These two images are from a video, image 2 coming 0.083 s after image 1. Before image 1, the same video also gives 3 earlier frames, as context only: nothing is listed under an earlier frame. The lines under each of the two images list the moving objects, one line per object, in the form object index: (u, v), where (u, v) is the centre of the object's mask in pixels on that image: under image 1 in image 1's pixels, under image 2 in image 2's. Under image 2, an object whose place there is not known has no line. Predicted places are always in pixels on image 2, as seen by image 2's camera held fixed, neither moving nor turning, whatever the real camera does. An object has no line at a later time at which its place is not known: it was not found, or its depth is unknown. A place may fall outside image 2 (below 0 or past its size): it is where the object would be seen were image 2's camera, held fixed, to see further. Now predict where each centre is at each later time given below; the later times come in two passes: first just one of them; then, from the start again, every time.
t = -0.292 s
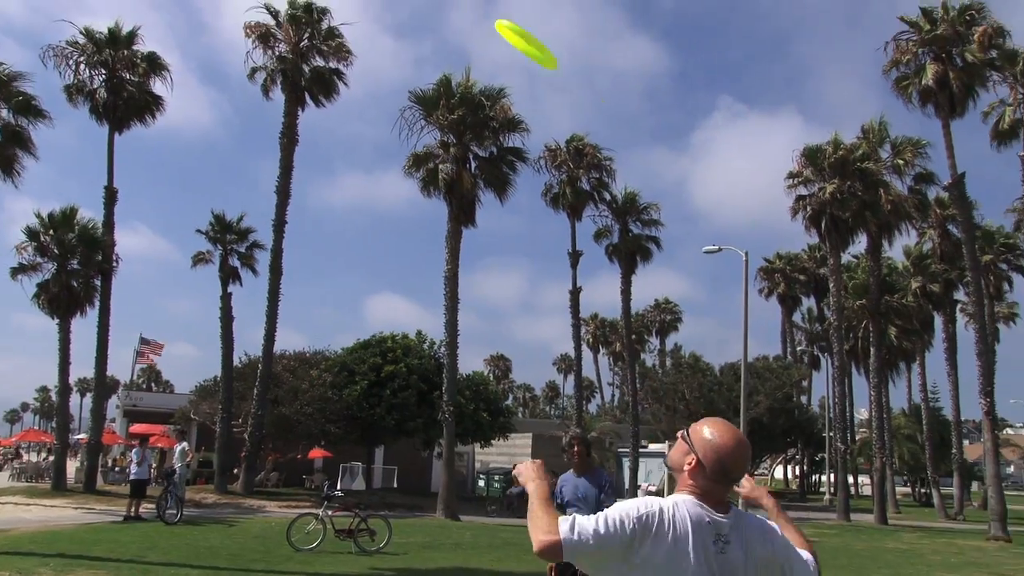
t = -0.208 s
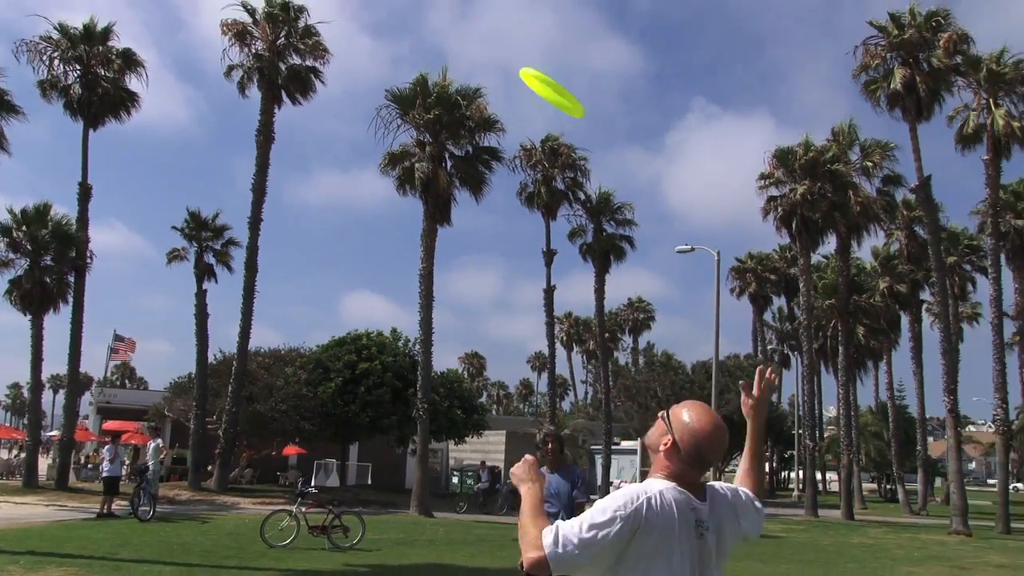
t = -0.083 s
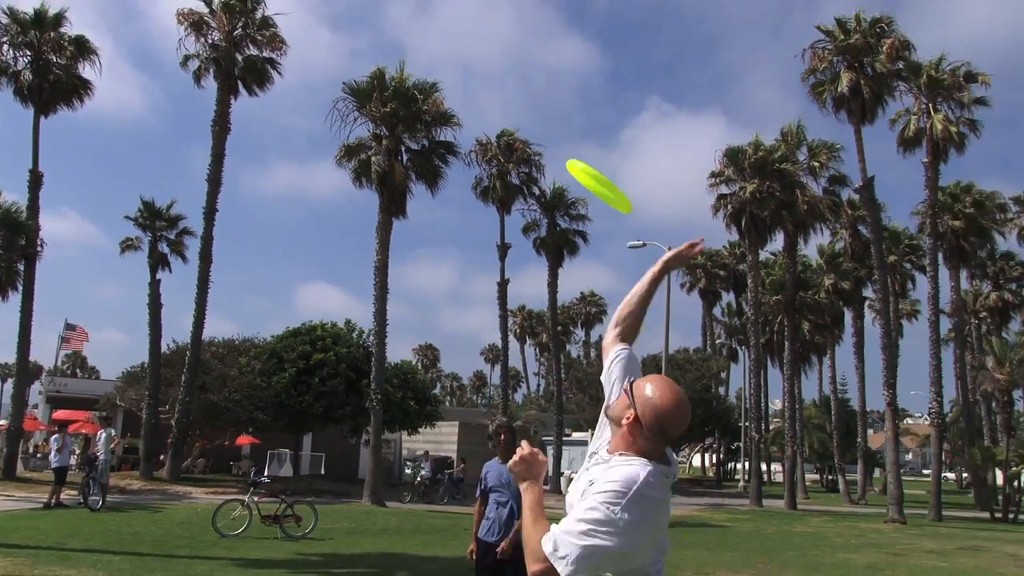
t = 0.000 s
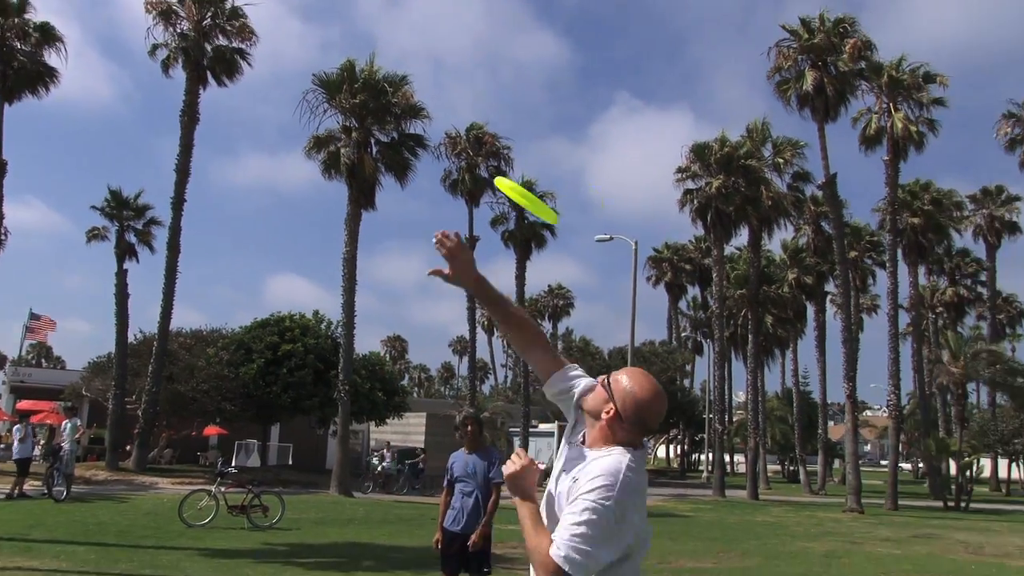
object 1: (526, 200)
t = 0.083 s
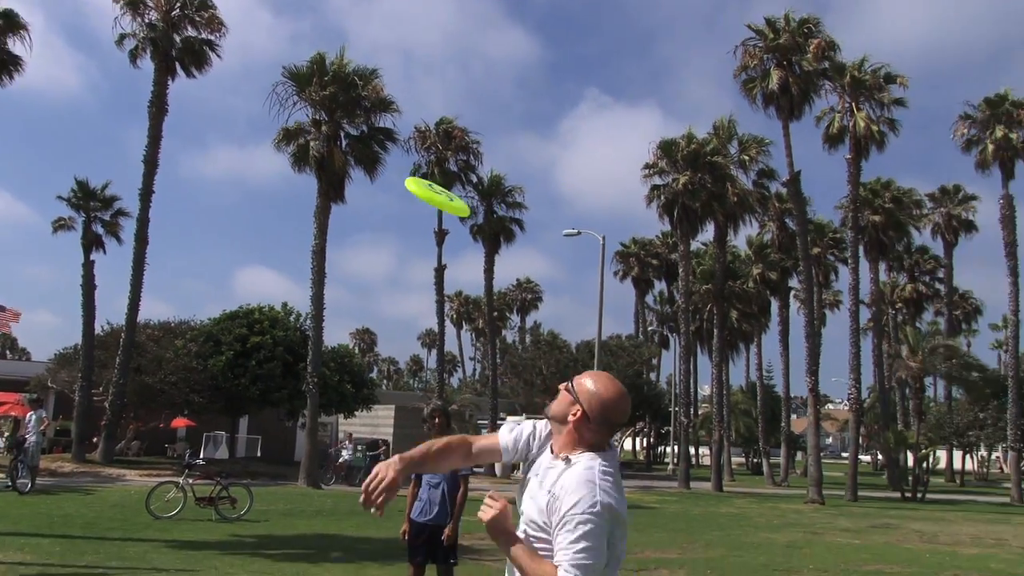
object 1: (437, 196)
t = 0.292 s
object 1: (350, 185)
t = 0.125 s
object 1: (409, 195)
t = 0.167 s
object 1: (392, 193)
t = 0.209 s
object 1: (375, 192)
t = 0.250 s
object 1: (361, 187)
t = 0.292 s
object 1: (350, 185)
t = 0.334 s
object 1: (338, 183)
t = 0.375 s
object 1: (327, 180)
